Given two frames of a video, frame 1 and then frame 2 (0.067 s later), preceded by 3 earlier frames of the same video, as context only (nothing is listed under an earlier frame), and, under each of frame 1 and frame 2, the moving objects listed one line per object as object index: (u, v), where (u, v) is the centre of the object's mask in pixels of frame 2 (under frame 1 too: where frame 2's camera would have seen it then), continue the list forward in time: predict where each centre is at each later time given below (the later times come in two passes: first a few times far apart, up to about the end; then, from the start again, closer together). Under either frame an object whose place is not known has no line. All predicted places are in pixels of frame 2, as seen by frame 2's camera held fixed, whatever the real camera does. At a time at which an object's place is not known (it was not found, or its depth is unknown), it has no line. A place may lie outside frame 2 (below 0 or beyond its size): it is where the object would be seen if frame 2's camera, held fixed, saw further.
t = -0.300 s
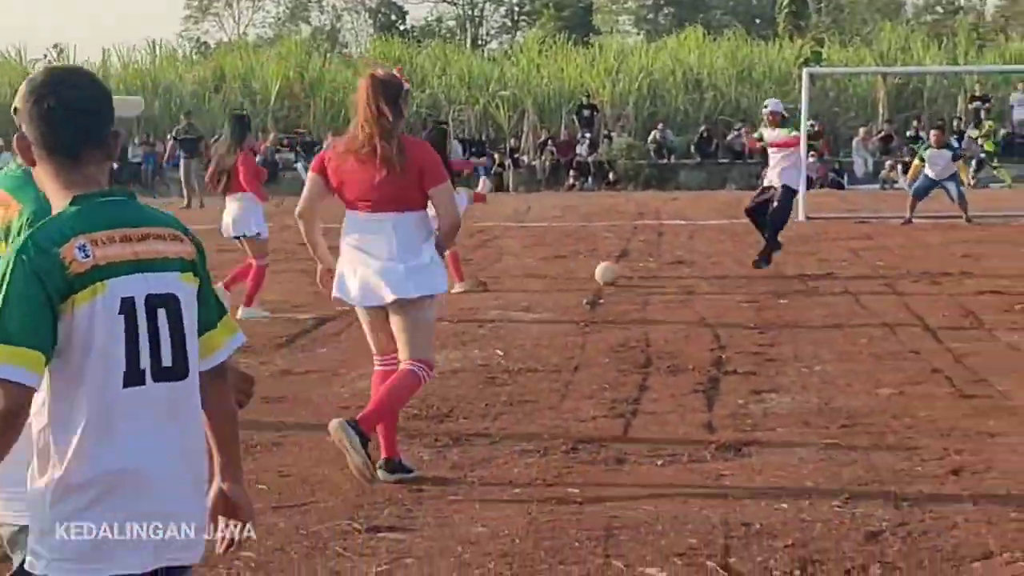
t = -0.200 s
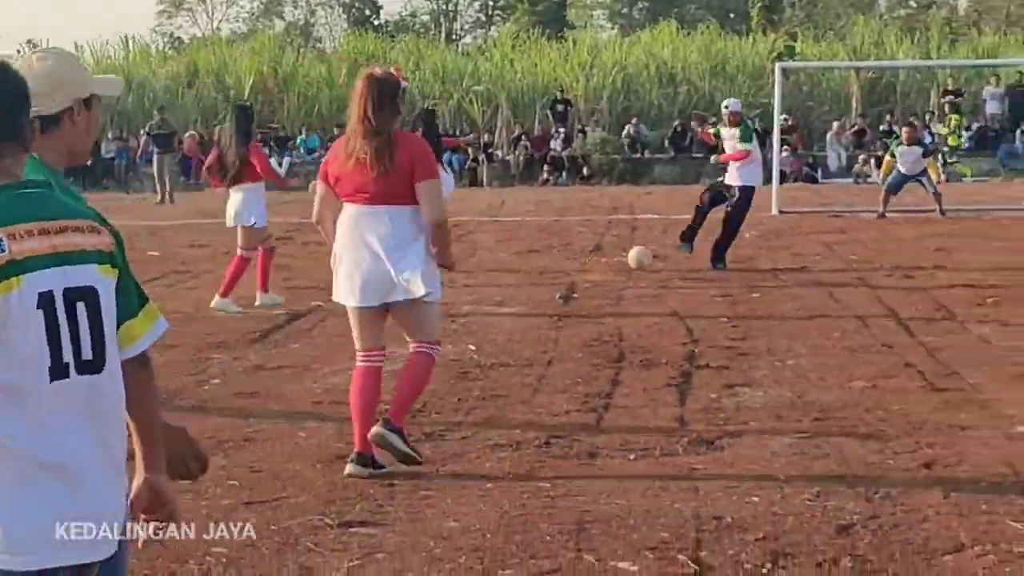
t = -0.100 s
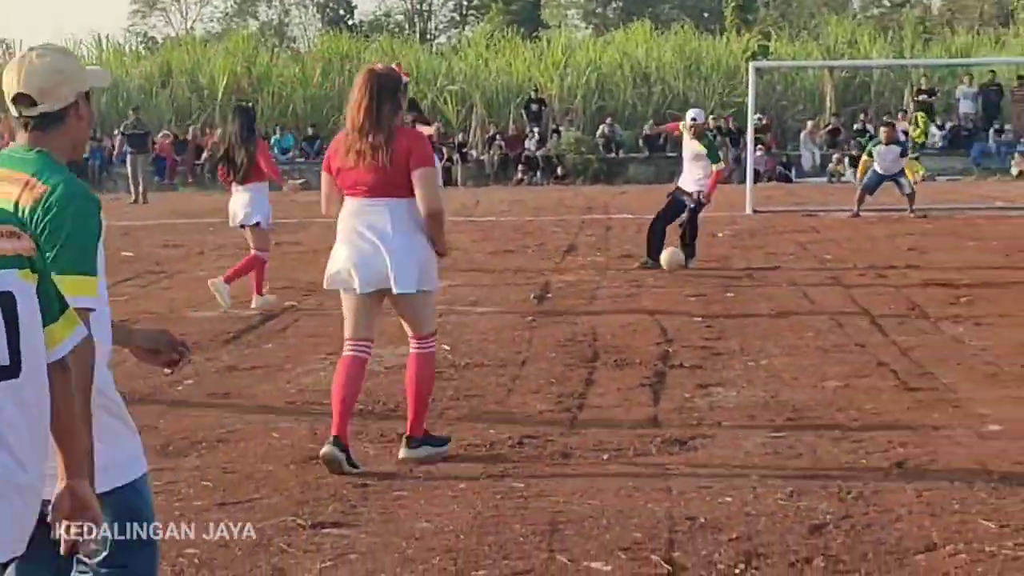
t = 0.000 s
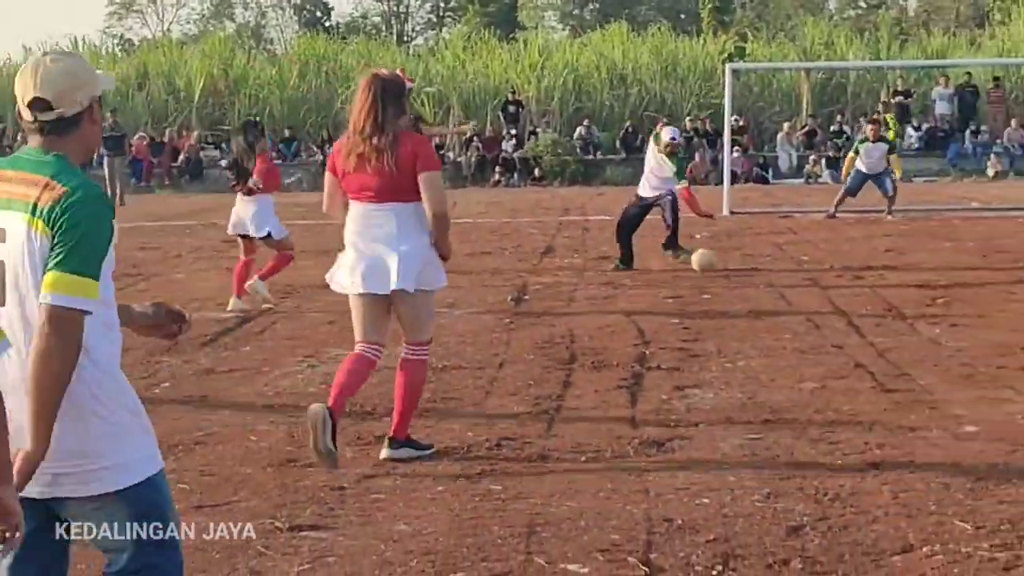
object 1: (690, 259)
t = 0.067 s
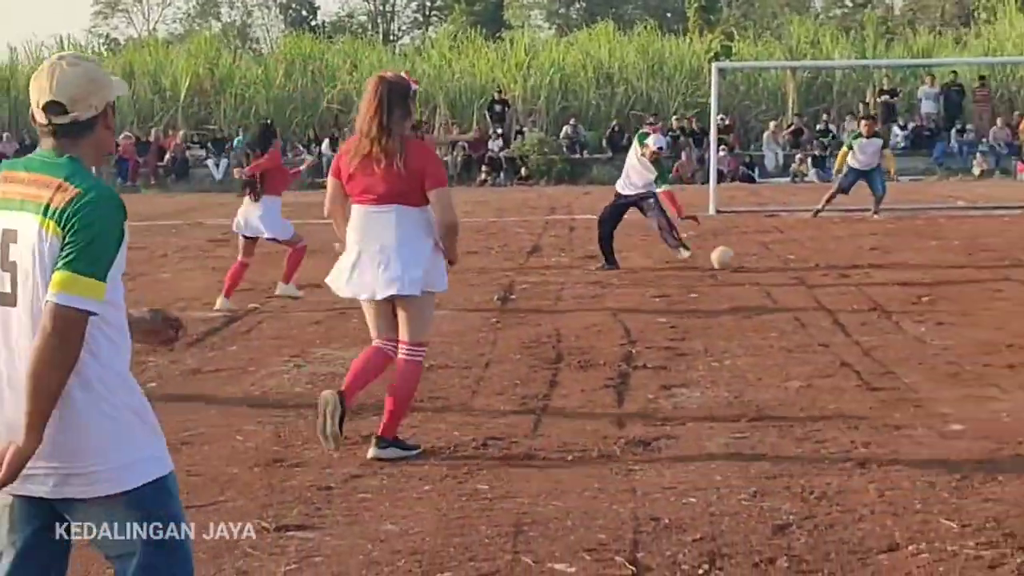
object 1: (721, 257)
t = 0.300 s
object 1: (833, 248)
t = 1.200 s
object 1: (1212, 235)
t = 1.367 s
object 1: (1276, 239)
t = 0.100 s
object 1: (738, 259)
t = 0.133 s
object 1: (754, 256)
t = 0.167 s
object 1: (770, 252)
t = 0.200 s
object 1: (785, 250)
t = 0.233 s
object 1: (801, 248)
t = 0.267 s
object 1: (817, 247)
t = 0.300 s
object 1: (833, 248)
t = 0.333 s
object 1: (847, 251)
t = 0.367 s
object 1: (862, 253)
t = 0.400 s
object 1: (878, 251)
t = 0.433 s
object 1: (892, 249)
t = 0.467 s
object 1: (906, 248)
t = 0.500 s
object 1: (920, 249)
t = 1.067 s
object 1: (1160, 232)
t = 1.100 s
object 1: (1174, 231)
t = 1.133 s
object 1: (1186, 231)
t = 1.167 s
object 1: (1198, 232)
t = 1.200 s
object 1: (1212, 235)
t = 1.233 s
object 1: (1224, 239)
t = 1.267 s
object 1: (1236, 241)
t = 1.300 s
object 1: (1248, 242)
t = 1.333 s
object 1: (1263, 241)
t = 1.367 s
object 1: (1276, 239)
